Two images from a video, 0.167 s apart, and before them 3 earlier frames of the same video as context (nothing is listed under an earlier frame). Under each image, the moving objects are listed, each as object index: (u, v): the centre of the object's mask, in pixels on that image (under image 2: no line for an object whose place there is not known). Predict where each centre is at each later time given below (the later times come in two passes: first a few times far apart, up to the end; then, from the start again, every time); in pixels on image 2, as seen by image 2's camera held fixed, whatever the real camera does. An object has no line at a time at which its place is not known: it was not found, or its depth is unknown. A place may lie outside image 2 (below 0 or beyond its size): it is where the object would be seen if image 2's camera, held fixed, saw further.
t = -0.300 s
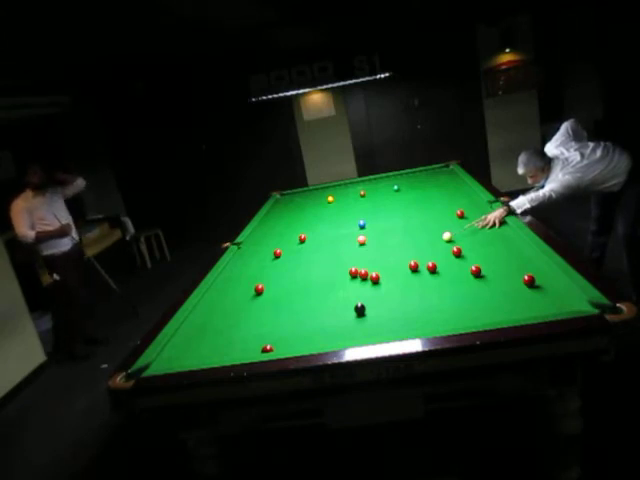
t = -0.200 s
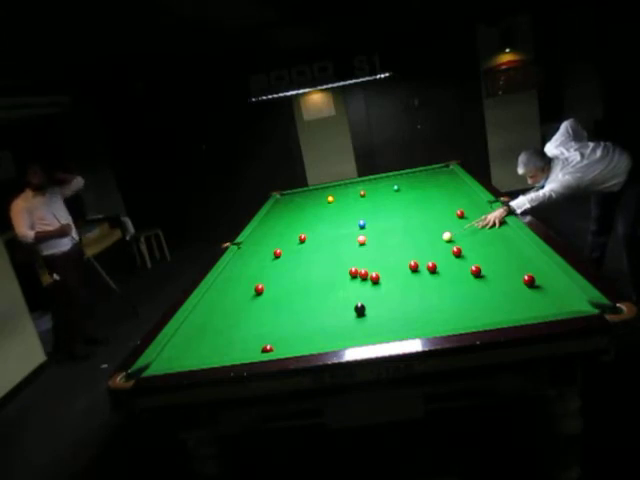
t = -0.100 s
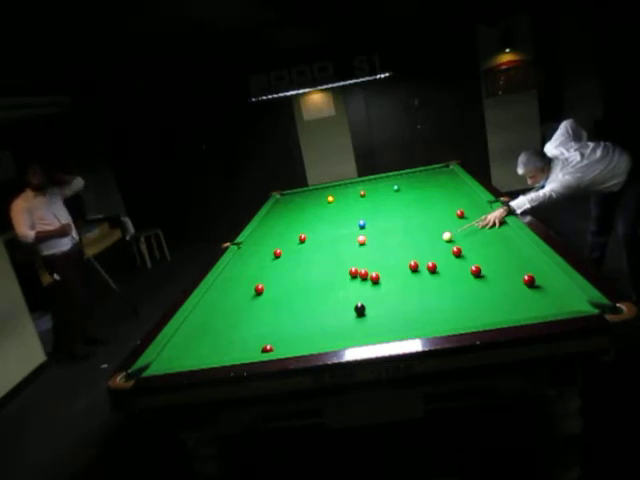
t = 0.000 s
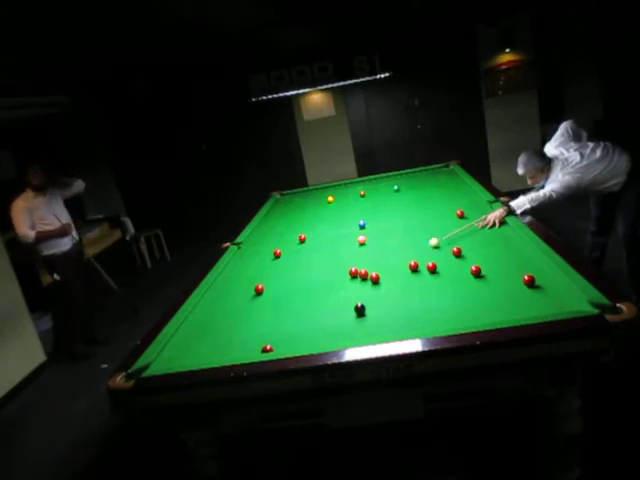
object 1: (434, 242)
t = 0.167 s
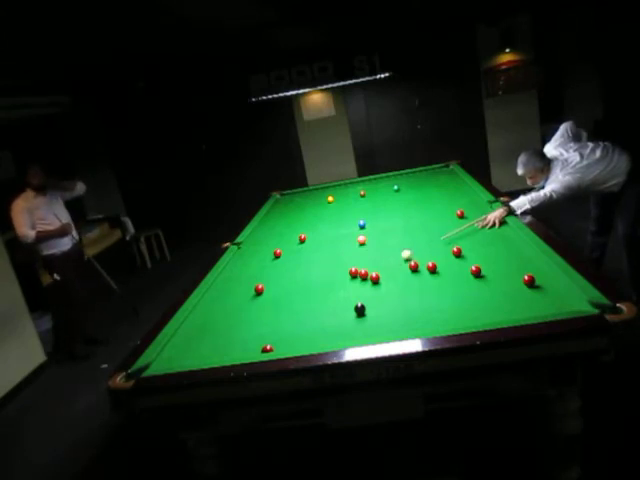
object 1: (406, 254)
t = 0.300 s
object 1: (384, 264)
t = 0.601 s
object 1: (365, 273)
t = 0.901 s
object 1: (353, 279)
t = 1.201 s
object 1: (343, 283)
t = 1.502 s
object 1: (334, 288)
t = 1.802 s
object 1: (326, 292)
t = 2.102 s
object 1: (319, 295)
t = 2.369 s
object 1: (314, 298)
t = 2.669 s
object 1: (310, 300)
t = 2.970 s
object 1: (306, 302)
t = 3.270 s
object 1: (304, 303)
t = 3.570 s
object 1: (303, 303)
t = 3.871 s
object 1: (304, 303)
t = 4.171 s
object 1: (304, 303)
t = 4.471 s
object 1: (304, 303)
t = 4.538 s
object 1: (304, 303)
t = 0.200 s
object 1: (400, 257)
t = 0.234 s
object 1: (395, 259)
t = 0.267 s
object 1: (390, 262)
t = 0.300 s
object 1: (384, 264)
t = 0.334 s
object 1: (379, 266)
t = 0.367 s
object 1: (373, 268)
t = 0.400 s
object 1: (370, 269)
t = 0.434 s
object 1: (370, 269)
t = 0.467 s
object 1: (369, 270)
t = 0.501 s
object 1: (368, 271)
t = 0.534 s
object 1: (367, 272)
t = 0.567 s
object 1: (366, 272)
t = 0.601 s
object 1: (365, 273)
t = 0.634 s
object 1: (363, 274)
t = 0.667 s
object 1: (362, 275)
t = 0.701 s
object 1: (361, 275)
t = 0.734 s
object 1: (359, 276)
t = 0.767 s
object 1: (358, 277)
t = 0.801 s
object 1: (357, 277)
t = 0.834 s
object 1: (356, 277)
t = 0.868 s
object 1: (355, 278)
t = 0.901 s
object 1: (353, 279)
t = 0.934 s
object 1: (352, 279)
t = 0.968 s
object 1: (351, 280)
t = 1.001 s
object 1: (350, 281)
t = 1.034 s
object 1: (349, 281)
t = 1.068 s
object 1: (348, 281)
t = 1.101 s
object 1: (346, 282)
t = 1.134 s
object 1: (345, 282)
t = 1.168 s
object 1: (344, 283)
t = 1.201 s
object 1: (343, 283)
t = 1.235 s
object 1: (342, 284)
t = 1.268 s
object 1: (341, 284)
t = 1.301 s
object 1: (340, 285)
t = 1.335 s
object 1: (339, 285)
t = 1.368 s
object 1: (338, 286)
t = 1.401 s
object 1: (337, 286)
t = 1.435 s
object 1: (336, 287)
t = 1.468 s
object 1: (335, 287)
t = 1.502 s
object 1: (334, 288)
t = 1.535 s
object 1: (333, 289)
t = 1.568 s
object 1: (332, 289)
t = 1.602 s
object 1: (332, 289)
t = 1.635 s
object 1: (331, 289)
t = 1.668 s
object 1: (330, 290)
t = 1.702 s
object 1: (329, 291)
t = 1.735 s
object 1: (328, 291)
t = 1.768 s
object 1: (327, 291)
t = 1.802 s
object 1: (326, 292)
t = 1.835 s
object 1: (325, 292)
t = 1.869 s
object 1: (325, 292)
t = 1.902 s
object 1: (324, 293)
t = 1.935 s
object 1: (323, 293)
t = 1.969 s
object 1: (322, 294)
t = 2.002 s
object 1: (322, 294)
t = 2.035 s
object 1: (321, 295)
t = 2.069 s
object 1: (320, 295)
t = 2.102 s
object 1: (319, 295)
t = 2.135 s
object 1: (319, 295)
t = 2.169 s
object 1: (318, 296)
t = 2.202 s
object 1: (317, 296)
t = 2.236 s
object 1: (317, 296)
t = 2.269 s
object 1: (316, 297)
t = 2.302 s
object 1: (315, 297)
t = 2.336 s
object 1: (315, 297)
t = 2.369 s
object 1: (314, 298)
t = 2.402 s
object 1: (313, 298)
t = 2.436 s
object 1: (313, 298)
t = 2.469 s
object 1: (313, 298)
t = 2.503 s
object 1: (312, 299)
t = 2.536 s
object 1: (311, 299)
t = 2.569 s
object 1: (311, 299)
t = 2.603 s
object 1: (311, 299)
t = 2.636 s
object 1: (310, 300)
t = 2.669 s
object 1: (310, 300)
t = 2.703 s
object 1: (309, 300)
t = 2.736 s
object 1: (309, 300)
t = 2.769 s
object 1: (308, 300)
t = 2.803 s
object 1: (308, 301)
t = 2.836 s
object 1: (308, 301)
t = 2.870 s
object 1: (307, 301)
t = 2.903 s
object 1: (307, 301)
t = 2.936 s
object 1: (307, 301)
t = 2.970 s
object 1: (306, 302)
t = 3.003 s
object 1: (306, 302)
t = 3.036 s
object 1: (306, 302)
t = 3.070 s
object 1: (306, 302)
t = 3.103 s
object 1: (305, 302)
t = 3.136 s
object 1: (305, 302)
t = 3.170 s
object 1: (305, 302)
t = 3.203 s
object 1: (305, 303)
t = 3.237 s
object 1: (304, 303)
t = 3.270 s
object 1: (304, 303)
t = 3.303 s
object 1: (304, 303)
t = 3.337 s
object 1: (304, 303)
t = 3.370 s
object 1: (304, 303)
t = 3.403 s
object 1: (304, 303)
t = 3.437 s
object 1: (304, 303)
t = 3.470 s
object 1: (304, 303)
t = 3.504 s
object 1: (304, 303)
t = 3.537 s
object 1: (303, 303)
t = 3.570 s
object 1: (303, 303)
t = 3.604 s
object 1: (304, 303)
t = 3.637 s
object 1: (304, 303)
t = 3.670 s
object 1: (303, 303)
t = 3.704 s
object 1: (303, 303)
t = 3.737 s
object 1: (303, 303)
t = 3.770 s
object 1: (303, 303)
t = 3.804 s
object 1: (303, 303)
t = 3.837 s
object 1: (304, 303)
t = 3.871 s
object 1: (304, 303)
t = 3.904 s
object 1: (304, 303)
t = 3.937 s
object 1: (304, 303)
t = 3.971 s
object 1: (304, 303)
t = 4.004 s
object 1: (304, 303)
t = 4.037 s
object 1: (304, 303)
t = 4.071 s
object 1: (304, 303)
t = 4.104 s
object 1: (304, 303)
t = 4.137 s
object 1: (304, 303)
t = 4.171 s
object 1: (304, 303)
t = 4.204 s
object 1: (304, 303)
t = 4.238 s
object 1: (304, 303)
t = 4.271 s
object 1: (304, 303)
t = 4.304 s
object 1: (304, 303)
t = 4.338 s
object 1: (304, 303)
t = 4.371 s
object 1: (304, 303)
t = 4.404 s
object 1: (304, 303)
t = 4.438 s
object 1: (304, 303)
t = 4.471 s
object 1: (304, 303)
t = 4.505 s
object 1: (303, 303)
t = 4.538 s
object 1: (304, 303)
